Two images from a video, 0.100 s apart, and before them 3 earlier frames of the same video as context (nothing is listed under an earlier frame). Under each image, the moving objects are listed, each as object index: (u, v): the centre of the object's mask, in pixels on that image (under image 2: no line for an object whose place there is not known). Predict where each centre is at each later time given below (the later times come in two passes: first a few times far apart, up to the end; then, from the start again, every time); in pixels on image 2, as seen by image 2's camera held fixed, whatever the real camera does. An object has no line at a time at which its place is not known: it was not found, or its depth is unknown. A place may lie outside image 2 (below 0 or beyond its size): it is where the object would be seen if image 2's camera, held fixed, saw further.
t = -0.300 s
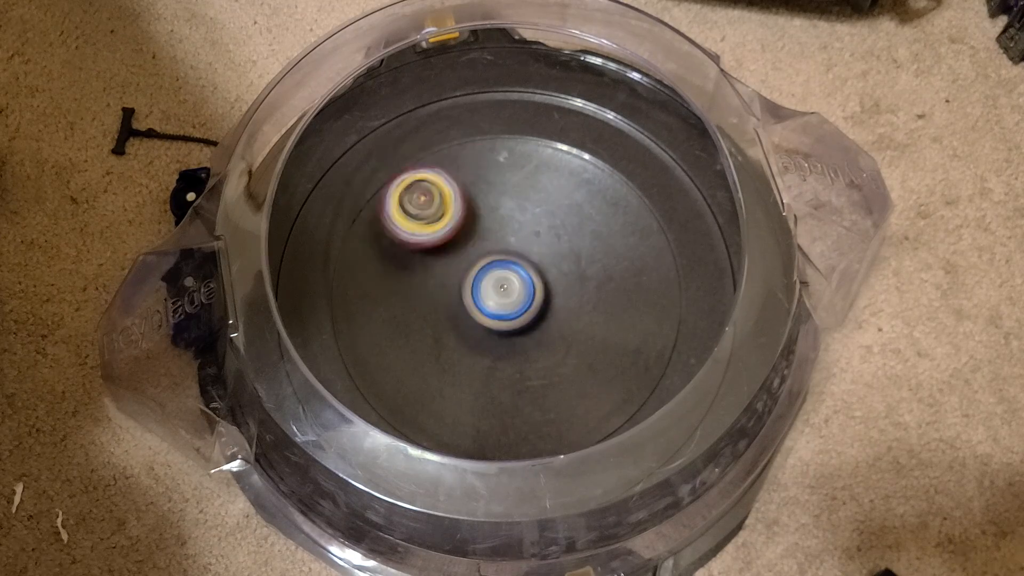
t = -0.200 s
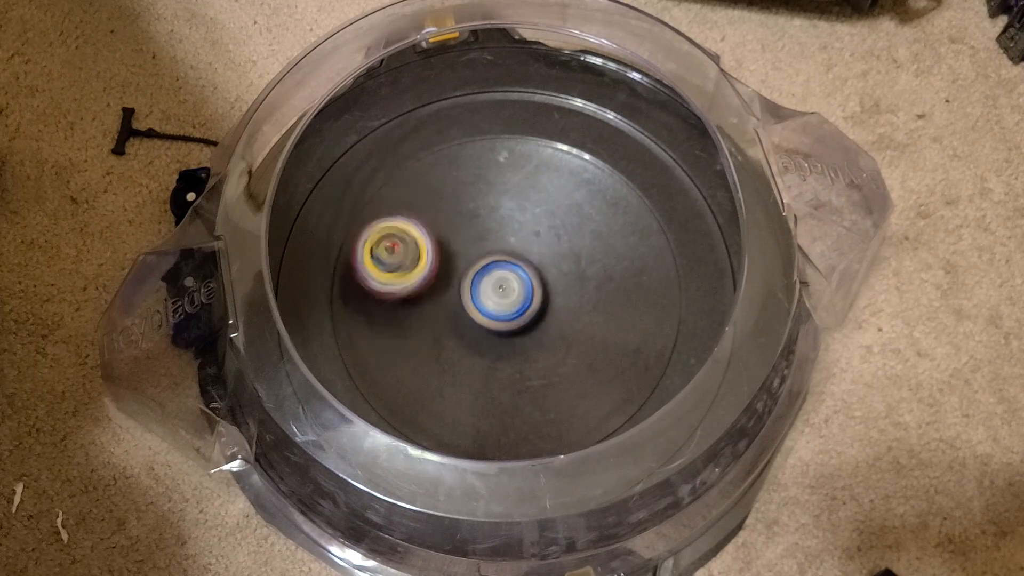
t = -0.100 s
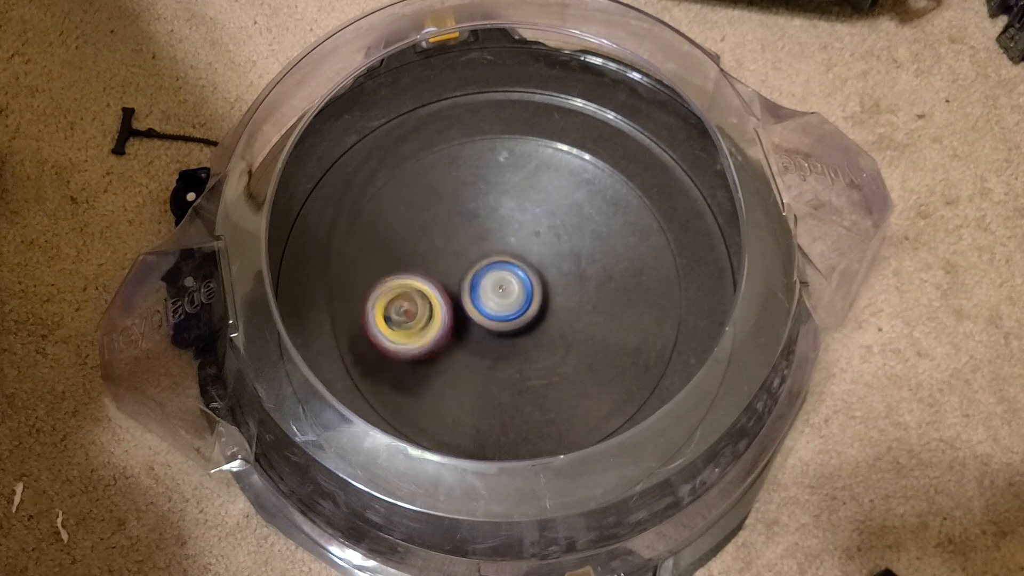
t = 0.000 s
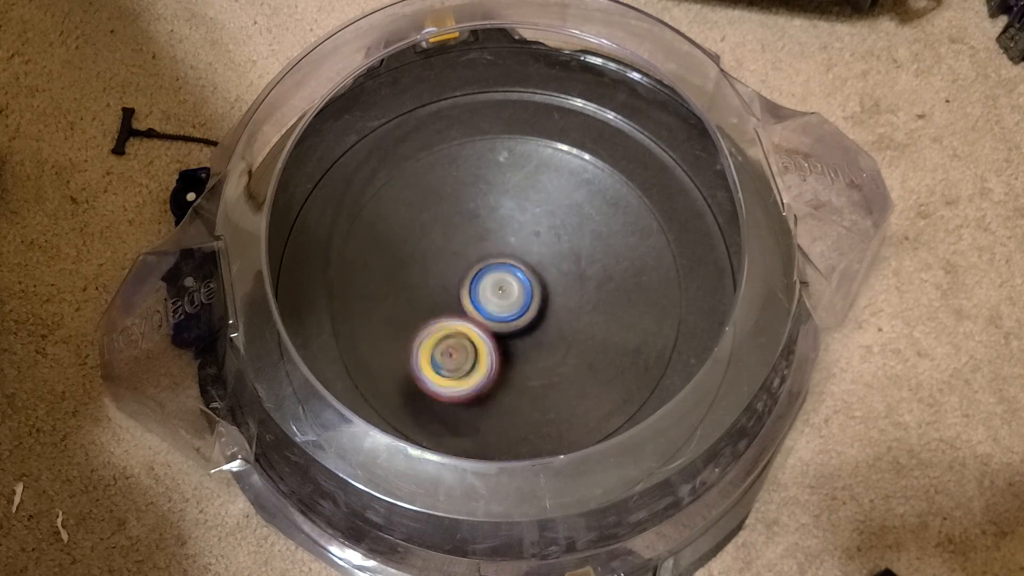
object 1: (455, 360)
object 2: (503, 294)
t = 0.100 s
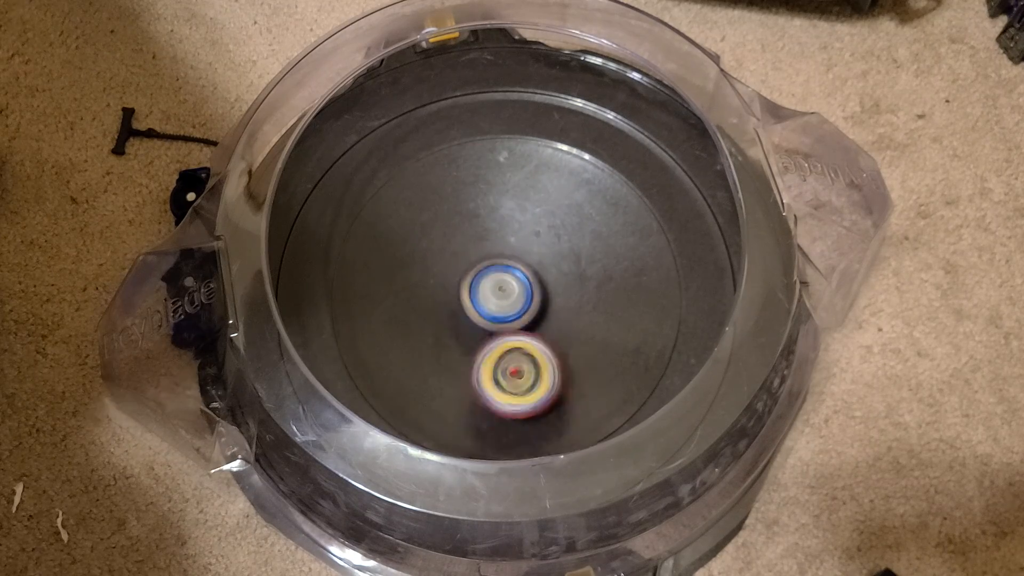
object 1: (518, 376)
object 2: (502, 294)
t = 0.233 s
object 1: (593, 347)
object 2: (504, 296)
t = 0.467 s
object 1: (592, 231)
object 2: (508, 296)
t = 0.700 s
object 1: (459, 217)
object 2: (512, 296)
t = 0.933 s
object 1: (400, 325)
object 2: (513, 294)
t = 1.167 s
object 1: (521, 376)
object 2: (512, 291)
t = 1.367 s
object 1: (595, 291)
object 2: (508, 290)
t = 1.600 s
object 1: (537, 187)
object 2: (507, 291)
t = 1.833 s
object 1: (427, 248)
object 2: (504, 292)
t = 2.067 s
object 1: (460, 368)
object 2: (503, 294)
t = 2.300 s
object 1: (583, 356)
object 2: (505, 296)
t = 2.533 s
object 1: (568, 238)
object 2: (508, 295)
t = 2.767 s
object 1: (445, 208)
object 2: (510, 295)
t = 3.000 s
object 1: (419, 317)
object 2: (512, 294)
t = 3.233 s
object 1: (543, 361)
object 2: (509, 291)
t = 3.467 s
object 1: (607, 264)
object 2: (508, 291)
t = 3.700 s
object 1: (497, 200)
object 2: (506, 306)
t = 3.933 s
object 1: (384, 213)
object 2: (509, 333)
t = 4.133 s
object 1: (405, 316)
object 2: (508, 316)
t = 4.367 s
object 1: (469, 408)
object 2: (563, 275)
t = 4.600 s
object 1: (584, 381)
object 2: (532, 285)
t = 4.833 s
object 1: (579, 253)
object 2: (507, 302)
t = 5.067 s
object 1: (491, 177)
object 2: (508, 306)
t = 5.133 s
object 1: (457, 177)
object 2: (510, 306)
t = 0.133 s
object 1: (538, 374)
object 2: (503, 295)
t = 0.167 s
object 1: (558, 368)
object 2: (503, 296)
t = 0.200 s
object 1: (576, 359)
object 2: (503, 296)
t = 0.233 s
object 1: (593, 347)
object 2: (504, 296)
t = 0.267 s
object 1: (606, 333)
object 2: (504, 296)
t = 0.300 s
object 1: (616, 315)
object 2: (504, 296)
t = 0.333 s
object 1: (620, 297)
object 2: (505, 296)
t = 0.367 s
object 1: (620, 278)
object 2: (506, 296)
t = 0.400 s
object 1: (616, 260)
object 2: (507, 296)
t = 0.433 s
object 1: (606, 244)
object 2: (507, 296)
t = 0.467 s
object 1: (592, 231)
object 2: (508, 296)
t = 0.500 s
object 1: (576, 219)
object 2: (508, 297)
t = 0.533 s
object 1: (557, 210)
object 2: (508, 296)
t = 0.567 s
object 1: (538, 206)
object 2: (509, 296)
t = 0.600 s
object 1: (517, 204)
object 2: (510, 297)
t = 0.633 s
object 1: (497, 206)
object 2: (510, 295)
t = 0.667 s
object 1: (477, 210)
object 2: (511, 297)
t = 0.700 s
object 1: (459, 217)
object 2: (512, 296)
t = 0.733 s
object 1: (442, 228)
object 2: (512, 296)
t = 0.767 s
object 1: (427, 240)
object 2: (511, 295)
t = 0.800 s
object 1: (414, 254)
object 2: (512, 295)
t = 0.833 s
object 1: (405, 270)
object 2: (512, 295)
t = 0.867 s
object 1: (399, 287)
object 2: (513, 294)
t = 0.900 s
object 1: (397, 306)
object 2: (513, 294)
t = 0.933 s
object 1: (400, 325)
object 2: (513, 294)
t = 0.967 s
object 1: (409, 342)
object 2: (513, 294)
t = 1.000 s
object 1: (423, 357)
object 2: (512, 294)
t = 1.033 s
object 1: (439, 369)
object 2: (512, 293)
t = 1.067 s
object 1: (459, 378)
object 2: (512, 293)
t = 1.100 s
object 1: (479, 381)
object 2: (512, 292)
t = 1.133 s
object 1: (501, 380)
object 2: (512, 292)
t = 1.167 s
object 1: (521, 376)
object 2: (512, 291)
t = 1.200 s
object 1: (541, 368)
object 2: (511, 291)
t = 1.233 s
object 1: (556, 357)
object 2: (509, 290)
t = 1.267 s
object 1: (570, 343)
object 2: (509, 290)
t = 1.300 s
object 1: (583, 326)
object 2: (509, 290)
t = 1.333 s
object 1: (590, 309)
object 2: (508, 290)
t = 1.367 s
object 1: (595, 291)
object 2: (508, 290)
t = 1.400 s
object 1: (597, 272)
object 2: (508, 291)
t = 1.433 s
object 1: (595, 254)
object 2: (507, 291)
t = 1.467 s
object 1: (590, 236)
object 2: (507, 291)
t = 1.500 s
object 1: (580, 221)
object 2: (507, 291)
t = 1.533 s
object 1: (569, 206)
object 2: (507, 291)
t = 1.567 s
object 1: (555, 195)
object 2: (507, 291)
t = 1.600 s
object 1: (537, 187)
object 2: (507, 291)
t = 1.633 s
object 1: (518, 186)
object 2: (506, 291)
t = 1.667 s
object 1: (498, 187)
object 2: (506, 291)
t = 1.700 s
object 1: (479, 193)
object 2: (506, 292)
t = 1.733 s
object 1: (462, 202)
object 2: (505, 292)
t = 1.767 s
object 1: (448, 215)
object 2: (505, 292)
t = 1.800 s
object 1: (437, 231)
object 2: (505, 292)
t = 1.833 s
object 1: (427, 248)
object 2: (504, 292)
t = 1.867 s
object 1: (422, 267)
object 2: (504, 292)
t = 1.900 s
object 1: (420, 285)
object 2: (504, 293)
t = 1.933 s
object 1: (421, 304)
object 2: (504, 293)
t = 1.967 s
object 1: (425, 322)
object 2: (505, 293)
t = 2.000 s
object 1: (434, 339)
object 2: (504, 293)
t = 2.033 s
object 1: (446, 355)
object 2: (504, 294)
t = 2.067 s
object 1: (460, 368)
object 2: (503, 294)
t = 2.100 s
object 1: (477, 379)
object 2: (503, 294)
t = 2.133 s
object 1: (497, 385)
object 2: (503, 294)
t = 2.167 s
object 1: (516, 389)
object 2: (504, 295)
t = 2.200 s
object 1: (536, 388)
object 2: (504, 295)
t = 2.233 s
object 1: (554, 382)
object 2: (504, 295)
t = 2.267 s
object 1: (570, 371)
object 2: (504, 295)
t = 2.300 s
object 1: (583, 356)
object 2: (505, 296)
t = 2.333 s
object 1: (592, 339)
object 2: (506, 296)
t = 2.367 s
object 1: (597, 321)
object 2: (506, 296)
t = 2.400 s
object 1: (598, 302)
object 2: (506, 296)
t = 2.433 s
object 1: (595, 284)
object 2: (507, 296)
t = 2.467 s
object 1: (588, 266)
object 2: (507, 296)
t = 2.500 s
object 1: (579, 251)
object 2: (507, 296)
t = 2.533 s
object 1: (568, 238)
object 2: (508, 295)
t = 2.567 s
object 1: (553, 225)
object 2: (509, 295)
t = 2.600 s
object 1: (537, 214)
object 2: (509, 296)
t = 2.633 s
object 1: (519, 207)
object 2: (509, 296)
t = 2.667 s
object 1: (500, 202)
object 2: (510, 296)
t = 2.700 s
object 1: (480, 200)
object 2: (510, 296)
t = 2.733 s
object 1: (463, 202)
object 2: (509, 296)
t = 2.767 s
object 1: (445, 208)
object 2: (510, 295)
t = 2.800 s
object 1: (430, 218)
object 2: (511, 295)
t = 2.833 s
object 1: (417, 230)
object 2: (511, 295)
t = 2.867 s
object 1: (408, 245)
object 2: (511, 295)
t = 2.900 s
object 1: (404, 263)
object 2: (512, 294)
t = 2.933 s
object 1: (404, 281)
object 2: (513, 295)
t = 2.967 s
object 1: (410, 300)
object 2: (512, 294)
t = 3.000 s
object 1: (419, 317)
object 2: (512, 294)
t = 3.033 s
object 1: (432, 331)
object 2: (511, 294)
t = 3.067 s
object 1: (448, 344)
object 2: (512, 293)
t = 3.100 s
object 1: (466, 354)
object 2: (513, 291)
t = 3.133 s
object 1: (484, 361)
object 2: (512, 291)
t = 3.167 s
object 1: (505, 364)
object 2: (511, 290)
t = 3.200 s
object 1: (524, 364)
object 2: (510, 290)
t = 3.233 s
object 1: (543, 361)
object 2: (509, 291)
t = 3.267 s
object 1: (560, 353)
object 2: (509, 291)
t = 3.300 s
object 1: (577, 343)
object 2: (508, 291)
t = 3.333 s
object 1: (592, 331)
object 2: (508, 291)
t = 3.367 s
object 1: (602, 316)
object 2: (507, 291)
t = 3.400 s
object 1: (608, 299)
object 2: (507, 291)
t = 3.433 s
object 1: (610, 281)
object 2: (507, 291)
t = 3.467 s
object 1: (607, 264)
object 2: (508, 291)
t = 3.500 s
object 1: (599, 250)
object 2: (508, 291)
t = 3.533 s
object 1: (587, 236)
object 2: (507, 291)
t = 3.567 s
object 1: (572, 226)
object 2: (507, 291)
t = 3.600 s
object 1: (554, 218)
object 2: (507, 291)
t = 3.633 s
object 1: (537, 214)
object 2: (506, 291)
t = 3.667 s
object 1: (516, 213)
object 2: (506, 293)
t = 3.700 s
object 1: (497, 200)
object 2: (506, 306)
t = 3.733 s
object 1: (478, 189)
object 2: (506, 320)
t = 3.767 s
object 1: (461, 184)
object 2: (508, 330)
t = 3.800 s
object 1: (444, 185)
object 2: (508, 337)
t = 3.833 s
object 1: (427, 187)
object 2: (508, 339)
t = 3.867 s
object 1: (411, 193)
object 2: (508, 338)
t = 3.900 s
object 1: (396, 201)
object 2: (509, 336)
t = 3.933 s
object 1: (384, 213)
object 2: (509, 333)
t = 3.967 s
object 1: (376, 228)
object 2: (508, 331)
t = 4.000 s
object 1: (372, 245)
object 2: (508, 328)
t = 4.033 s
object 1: (375, 264)
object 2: (508, 325)
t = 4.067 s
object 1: (381, 283)
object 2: (508, 322)
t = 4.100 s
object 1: (392, 300)
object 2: (508, 318)
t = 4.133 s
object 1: (405, 316)
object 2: (508, 316)
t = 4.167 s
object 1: (420, 330)
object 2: (509, 315)
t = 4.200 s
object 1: (434, 343)
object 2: (513, 313)
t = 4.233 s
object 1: (431, 362)
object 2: (530, 300)
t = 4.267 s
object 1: (434, 378)
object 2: (544, 289)
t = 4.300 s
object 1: (443, 389)
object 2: (554, 283)
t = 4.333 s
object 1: (455, 399)
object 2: (561, 278)
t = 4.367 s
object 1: (469, 408)
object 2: (563, 275)
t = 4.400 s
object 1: (485, 416)
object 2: (561, 274)
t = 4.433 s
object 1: (504, 420)
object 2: (558, 274)
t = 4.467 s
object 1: (523, 421)
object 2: (553, 275)
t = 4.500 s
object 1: (542, 417)
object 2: (548, 276)
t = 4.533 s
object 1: (560, 410)
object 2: (543, 278)
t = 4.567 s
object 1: (574, 397)
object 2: (538, 281)
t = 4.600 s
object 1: (584, 381)
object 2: (532, 285)
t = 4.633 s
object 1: (592, 364)
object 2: (525, 290)
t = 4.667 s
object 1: (596, 345)
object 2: (519, 292)
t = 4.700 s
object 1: (598, 326)
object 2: (513, 295)
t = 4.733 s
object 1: (597, 306)
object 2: (508, 298)
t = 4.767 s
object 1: (593, 288)
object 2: (506, 300)
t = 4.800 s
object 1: (587, 270)
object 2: (507, 301)
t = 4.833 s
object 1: (579, 253)
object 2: (507, 302)
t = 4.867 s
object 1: (571, 238)
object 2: (506, 303)
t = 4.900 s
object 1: (560, 224)
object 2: (506, 303)
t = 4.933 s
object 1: (549, 212)
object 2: (506, 304)
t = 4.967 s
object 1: (537, 201)
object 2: (506, 305)
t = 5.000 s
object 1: (523, 191)
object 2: (507, 305)
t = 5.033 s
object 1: (507, 182)
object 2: (508, 306)
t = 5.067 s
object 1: (491, 177)
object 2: (508, 306)
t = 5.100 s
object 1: (473, 174)
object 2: (508, 306)
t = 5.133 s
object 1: (457, 177)
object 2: (510, 306)
